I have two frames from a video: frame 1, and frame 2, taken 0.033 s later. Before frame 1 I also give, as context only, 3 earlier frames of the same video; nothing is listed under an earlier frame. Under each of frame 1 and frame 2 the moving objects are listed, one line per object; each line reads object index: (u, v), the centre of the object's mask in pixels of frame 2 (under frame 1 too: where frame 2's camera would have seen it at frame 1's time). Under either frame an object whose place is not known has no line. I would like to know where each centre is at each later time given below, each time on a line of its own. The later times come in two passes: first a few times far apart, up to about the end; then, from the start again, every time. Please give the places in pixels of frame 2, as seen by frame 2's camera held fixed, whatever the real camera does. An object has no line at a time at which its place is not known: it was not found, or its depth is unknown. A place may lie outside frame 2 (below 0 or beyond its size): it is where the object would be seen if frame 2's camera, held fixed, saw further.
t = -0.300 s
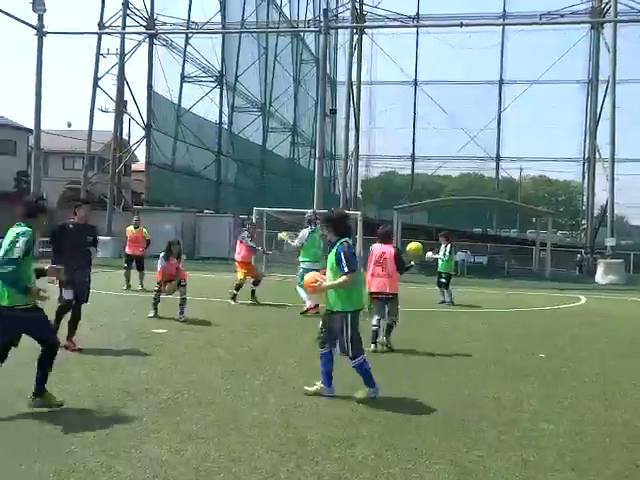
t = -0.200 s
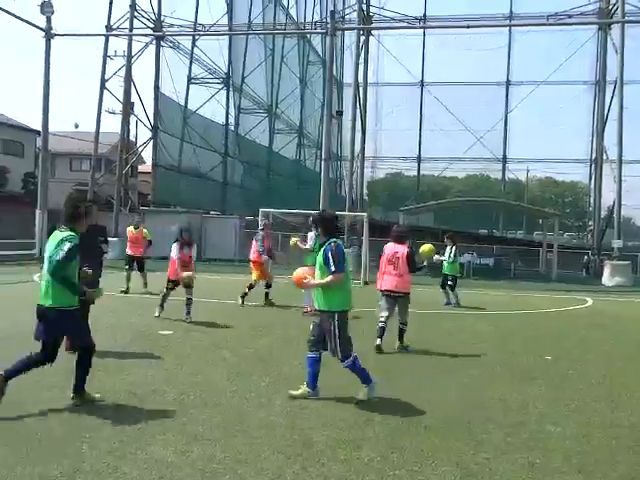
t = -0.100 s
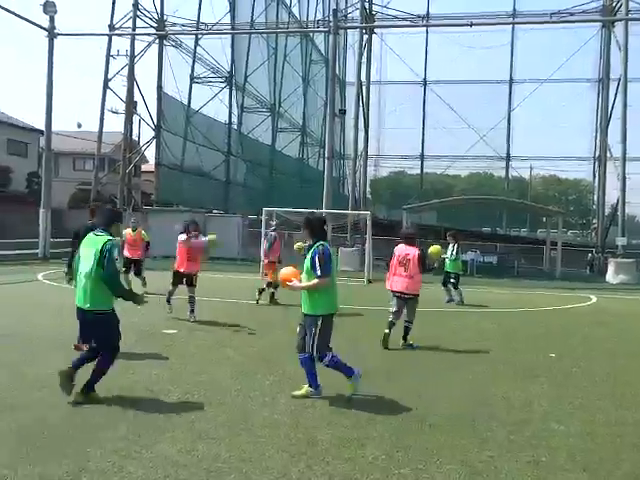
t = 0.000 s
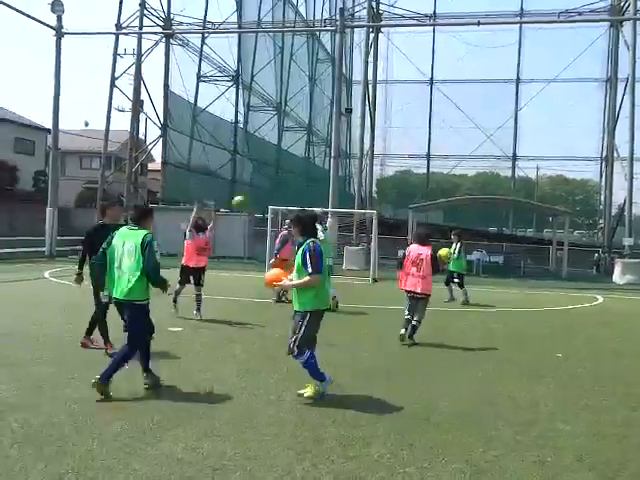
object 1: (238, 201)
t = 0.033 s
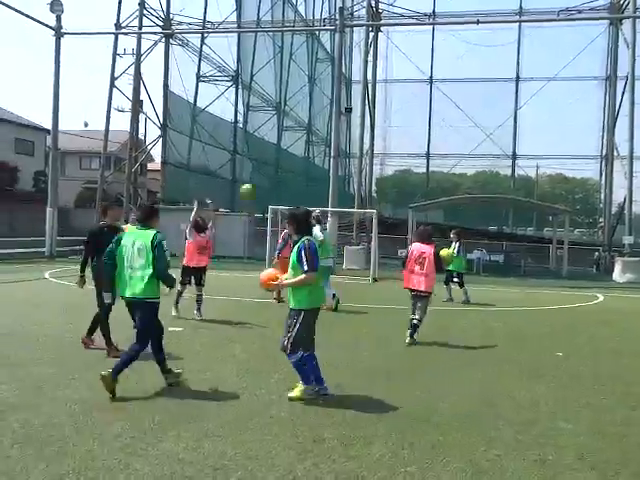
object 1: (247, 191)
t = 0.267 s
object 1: (310, 123)
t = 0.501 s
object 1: (390, 91)
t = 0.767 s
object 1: (511, 120)
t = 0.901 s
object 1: (585, 175)
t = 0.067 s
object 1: (256, 179)
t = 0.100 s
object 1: (263, 168)
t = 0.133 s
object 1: (272, 159)
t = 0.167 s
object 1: (281, 149)
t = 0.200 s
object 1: (290, 139)
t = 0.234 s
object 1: (300, 132)
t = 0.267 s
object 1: (310, 123)
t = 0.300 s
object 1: (320, 118)
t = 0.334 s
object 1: (330, 111)
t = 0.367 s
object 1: (341, 105)
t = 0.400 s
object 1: (353, 101)
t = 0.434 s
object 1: (364, 96)
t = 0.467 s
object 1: (378, 93)
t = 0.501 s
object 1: (390, 91)
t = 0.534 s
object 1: (404, 90)
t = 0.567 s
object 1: (418, 90)
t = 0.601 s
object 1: (432, 92)
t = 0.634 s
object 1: (446, 94)
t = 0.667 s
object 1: (462, 98)
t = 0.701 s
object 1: (478, 104)
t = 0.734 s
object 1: (494, 111)
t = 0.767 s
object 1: (511, 120)
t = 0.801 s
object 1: (528, 130)
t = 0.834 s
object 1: (546, 143)
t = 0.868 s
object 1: (566, 158)
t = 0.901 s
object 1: (585, 175)
